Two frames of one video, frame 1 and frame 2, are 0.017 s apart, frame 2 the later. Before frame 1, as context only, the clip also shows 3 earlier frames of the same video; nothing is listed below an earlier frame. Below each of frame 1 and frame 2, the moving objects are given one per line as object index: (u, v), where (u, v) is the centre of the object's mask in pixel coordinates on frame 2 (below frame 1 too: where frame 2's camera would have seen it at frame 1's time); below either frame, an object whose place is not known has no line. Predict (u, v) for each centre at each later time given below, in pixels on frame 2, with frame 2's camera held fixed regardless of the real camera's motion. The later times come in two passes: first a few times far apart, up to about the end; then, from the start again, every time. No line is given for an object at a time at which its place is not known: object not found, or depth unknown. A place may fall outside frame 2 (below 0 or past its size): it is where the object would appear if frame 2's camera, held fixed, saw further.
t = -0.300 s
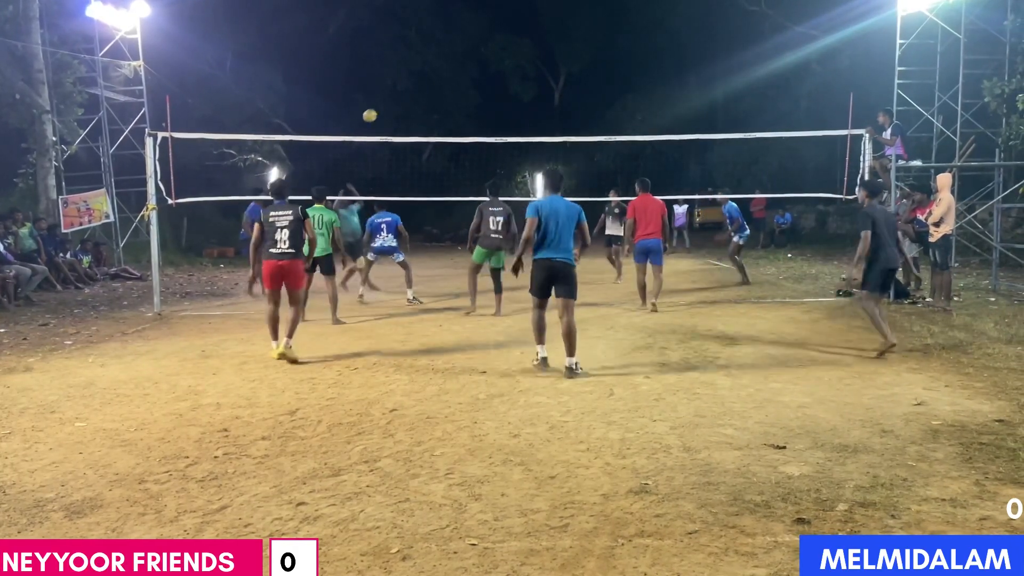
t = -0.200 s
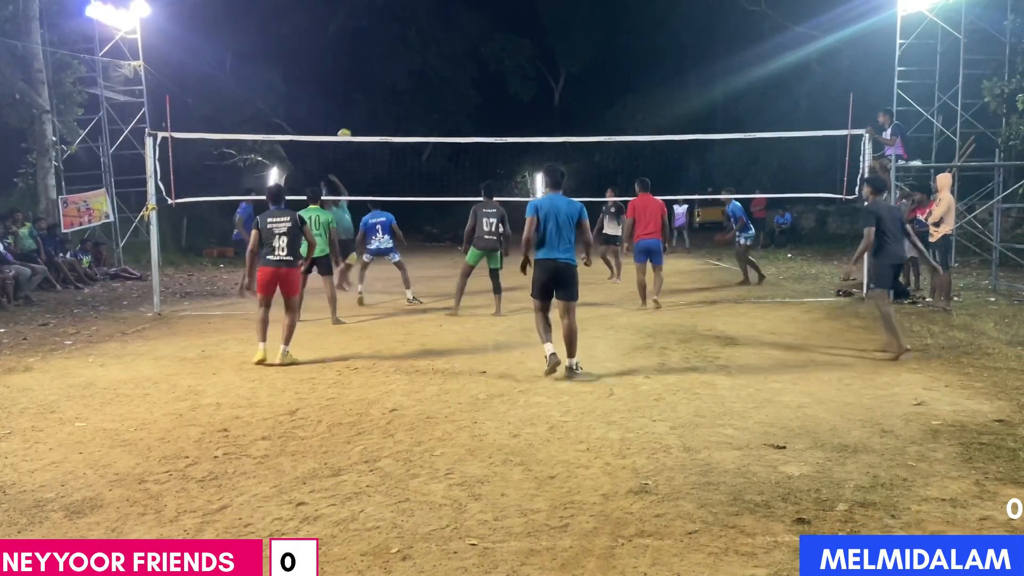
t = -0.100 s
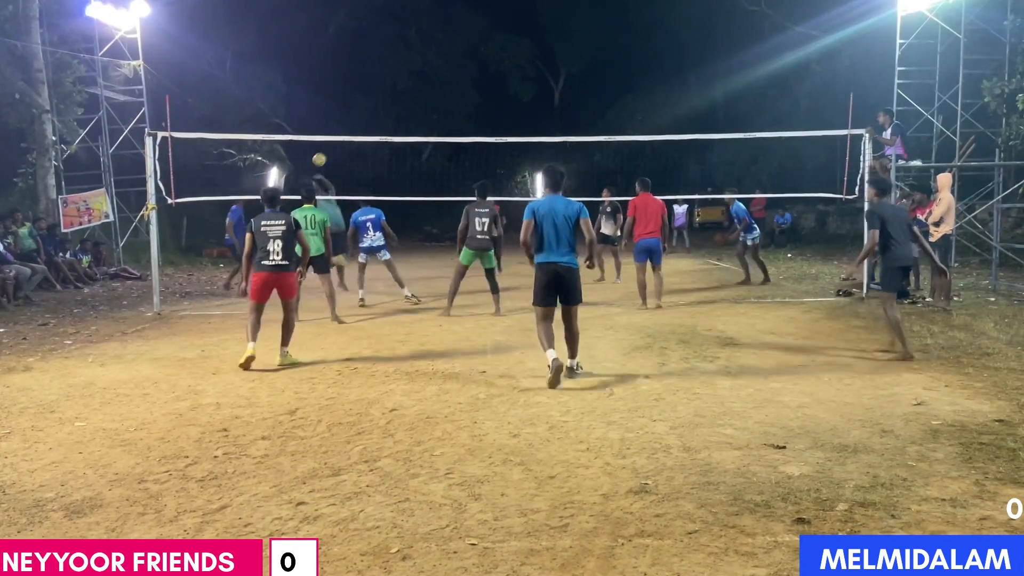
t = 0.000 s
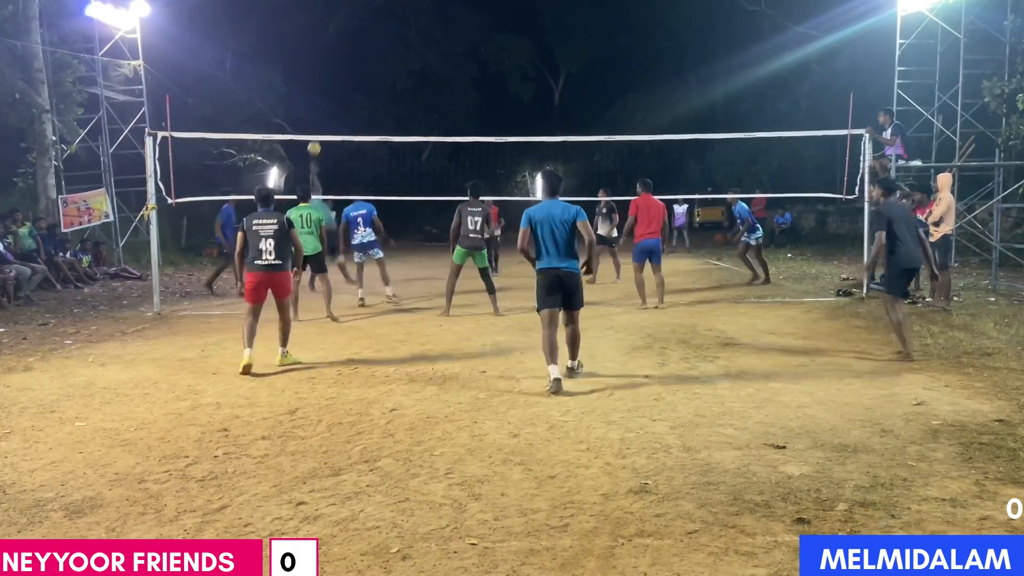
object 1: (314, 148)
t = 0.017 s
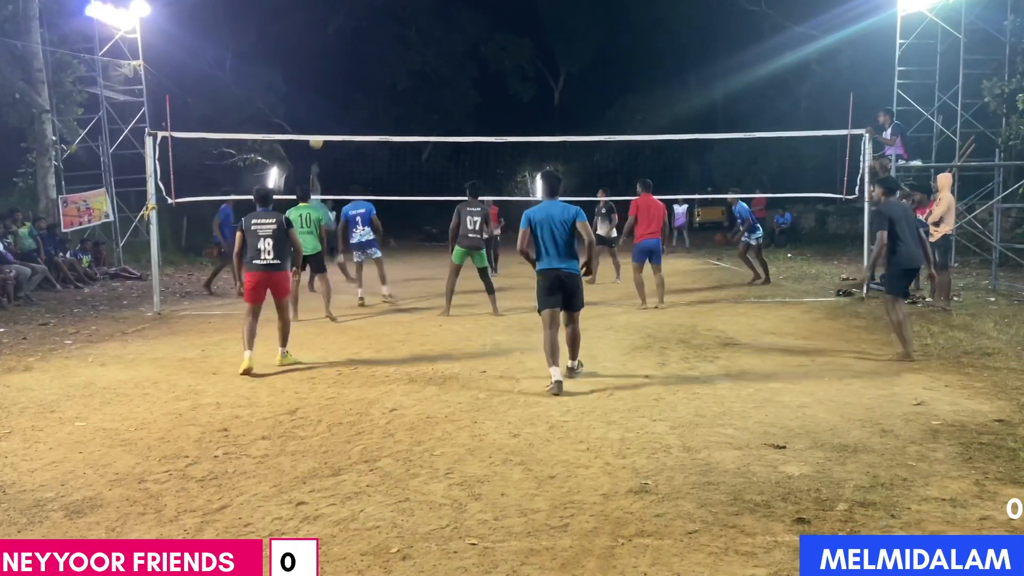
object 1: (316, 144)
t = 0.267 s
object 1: (349, 68)
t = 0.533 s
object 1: (385, 30)
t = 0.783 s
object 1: (421, 32)
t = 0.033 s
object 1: (319, 135)
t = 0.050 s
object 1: (320, 129)
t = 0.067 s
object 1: (322, 124)
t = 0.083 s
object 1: (325, 119)
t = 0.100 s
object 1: (327, 113)
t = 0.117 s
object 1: (329, 108)
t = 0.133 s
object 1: (331, 103)
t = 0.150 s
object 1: (333, 98)
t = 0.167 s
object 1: (335, 93)
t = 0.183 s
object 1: (338, 89)
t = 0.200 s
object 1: (340, 84)
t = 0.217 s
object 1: (342, 80)
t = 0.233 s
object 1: (344, 76)
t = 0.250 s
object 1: (347, 72)
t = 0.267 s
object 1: (349, 68)
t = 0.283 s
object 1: (351, 65)
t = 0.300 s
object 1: (353, 62)
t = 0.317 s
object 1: (356, 58)
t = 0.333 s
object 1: (358, 55)
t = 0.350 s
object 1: (360, 52)
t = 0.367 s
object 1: (362, 49)
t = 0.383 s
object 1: (365, 47)
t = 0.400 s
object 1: (367, 44)
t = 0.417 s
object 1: (369, 42)
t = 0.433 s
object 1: (372, 40)
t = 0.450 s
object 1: (374, 38)
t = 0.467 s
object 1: (376, 36)
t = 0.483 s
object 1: (379, 34)
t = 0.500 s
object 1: (381, 33)
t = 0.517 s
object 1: (383, 31)
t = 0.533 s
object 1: (385, 30)
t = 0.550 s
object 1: (387, 29)
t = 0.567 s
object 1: (390, 29)
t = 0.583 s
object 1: (392, 28)
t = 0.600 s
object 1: (395, 27)
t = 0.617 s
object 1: (397, 27)
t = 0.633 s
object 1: (399, 27)
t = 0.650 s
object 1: (402, 27)
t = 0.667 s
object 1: (404, 27)
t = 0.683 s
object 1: (406, 27)
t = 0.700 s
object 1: (409, 28)
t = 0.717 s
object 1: (411, 28)
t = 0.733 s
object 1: (414, 29)
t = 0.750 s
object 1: (416, 30)
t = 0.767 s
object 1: (418, 31)
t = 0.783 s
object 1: (421, 32)
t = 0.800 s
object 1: (423, 33)
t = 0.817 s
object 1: (425, 35)
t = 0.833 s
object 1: (428, 37)
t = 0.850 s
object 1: (430, 39)
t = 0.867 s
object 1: (433, 41)
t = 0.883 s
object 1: (435, 43)
